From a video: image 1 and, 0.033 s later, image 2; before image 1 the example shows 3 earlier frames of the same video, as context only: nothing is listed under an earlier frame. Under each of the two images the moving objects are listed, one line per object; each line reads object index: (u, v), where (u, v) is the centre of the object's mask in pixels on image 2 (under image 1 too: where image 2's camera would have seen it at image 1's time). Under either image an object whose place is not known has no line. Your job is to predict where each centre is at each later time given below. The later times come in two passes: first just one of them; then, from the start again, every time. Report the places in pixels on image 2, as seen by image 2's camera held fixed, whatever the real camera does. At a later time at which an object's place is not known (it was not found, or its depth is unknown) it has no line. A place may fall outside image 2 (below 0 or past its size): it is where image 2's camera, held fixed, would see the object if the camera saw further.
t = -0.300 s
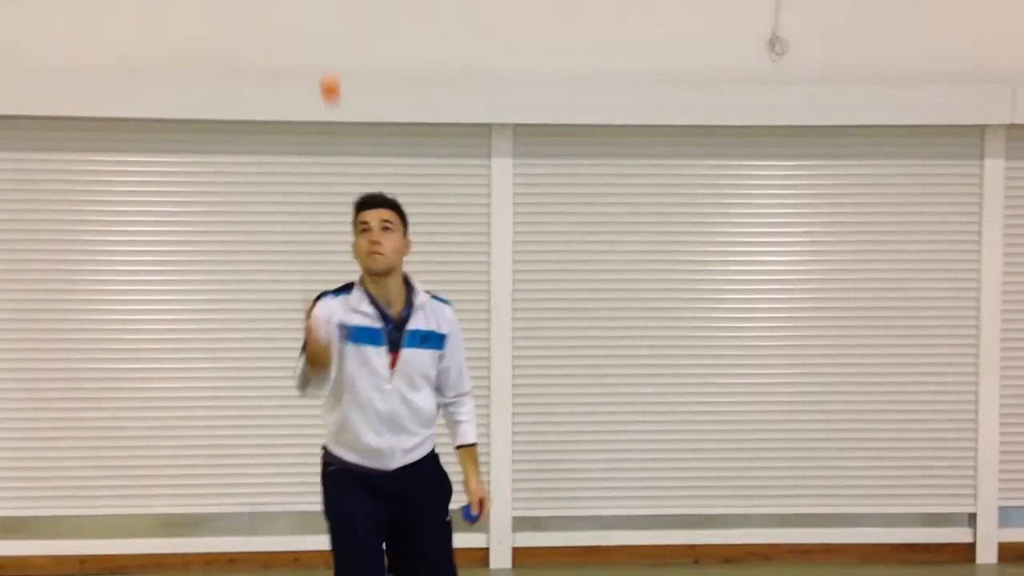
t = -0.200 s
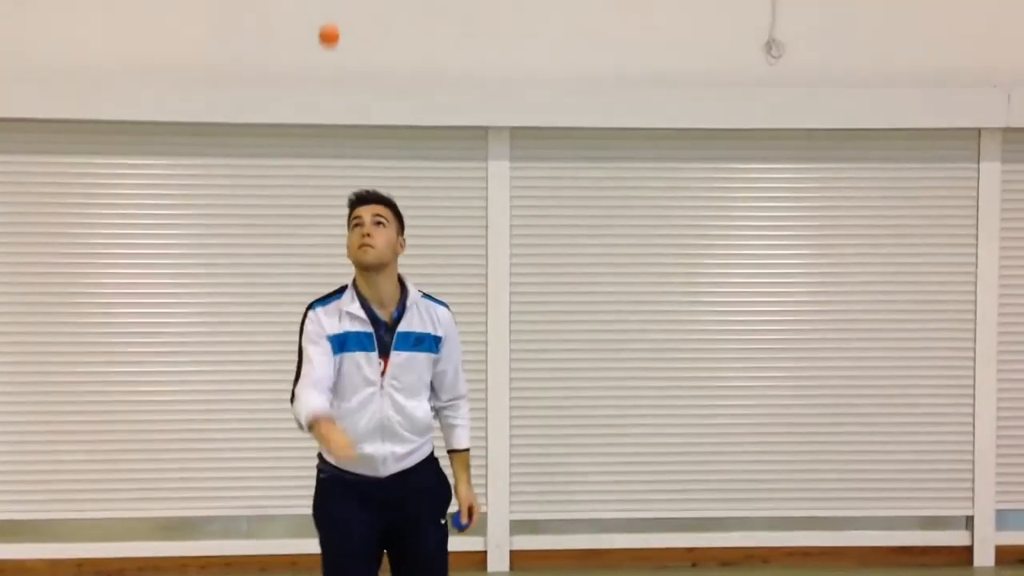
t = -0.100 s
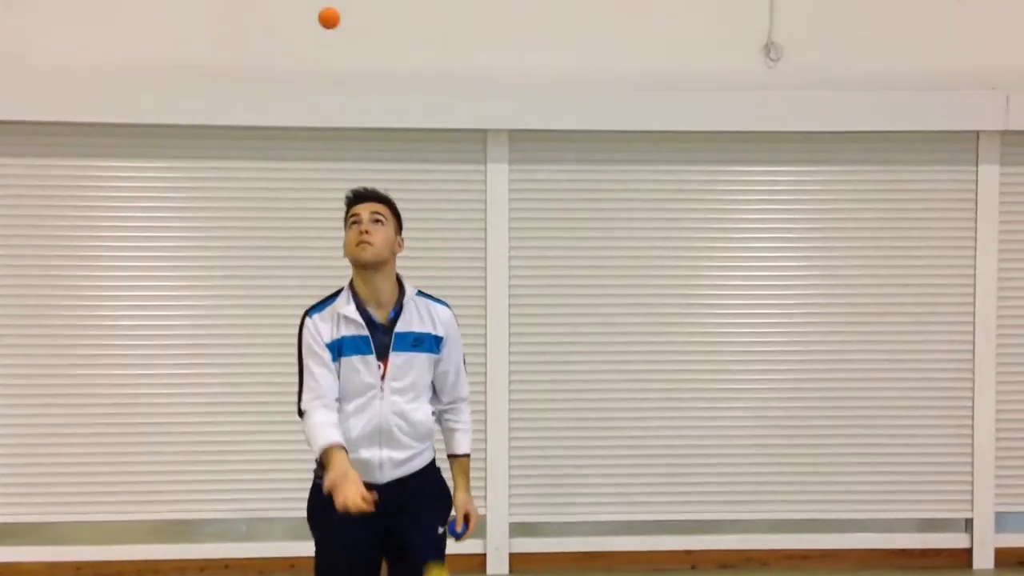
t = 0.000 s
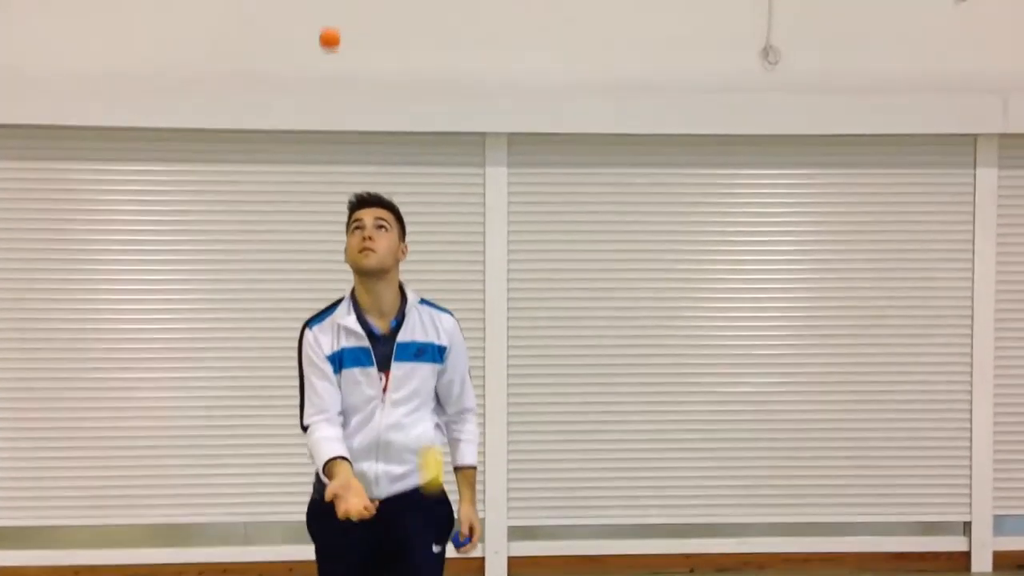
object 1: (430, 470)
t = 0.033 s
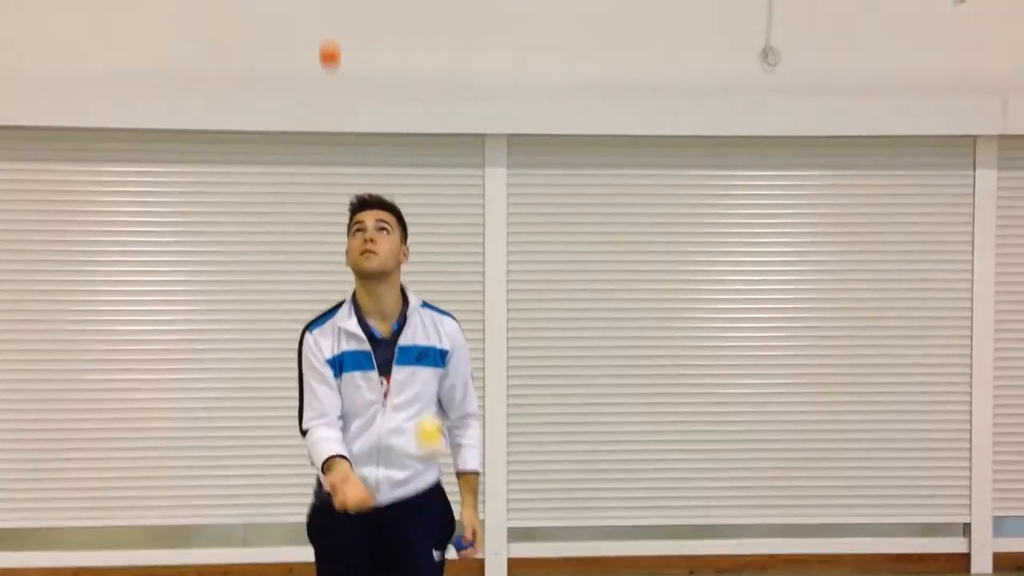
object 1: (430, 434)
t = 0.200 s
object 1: (419, 327)
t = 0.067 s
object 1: (428, 403)
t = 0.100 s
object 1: (424, 374)
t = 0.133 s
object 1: (422, 355)
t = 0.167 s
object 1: (421, 340)
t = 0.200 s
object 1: (419, 327)
